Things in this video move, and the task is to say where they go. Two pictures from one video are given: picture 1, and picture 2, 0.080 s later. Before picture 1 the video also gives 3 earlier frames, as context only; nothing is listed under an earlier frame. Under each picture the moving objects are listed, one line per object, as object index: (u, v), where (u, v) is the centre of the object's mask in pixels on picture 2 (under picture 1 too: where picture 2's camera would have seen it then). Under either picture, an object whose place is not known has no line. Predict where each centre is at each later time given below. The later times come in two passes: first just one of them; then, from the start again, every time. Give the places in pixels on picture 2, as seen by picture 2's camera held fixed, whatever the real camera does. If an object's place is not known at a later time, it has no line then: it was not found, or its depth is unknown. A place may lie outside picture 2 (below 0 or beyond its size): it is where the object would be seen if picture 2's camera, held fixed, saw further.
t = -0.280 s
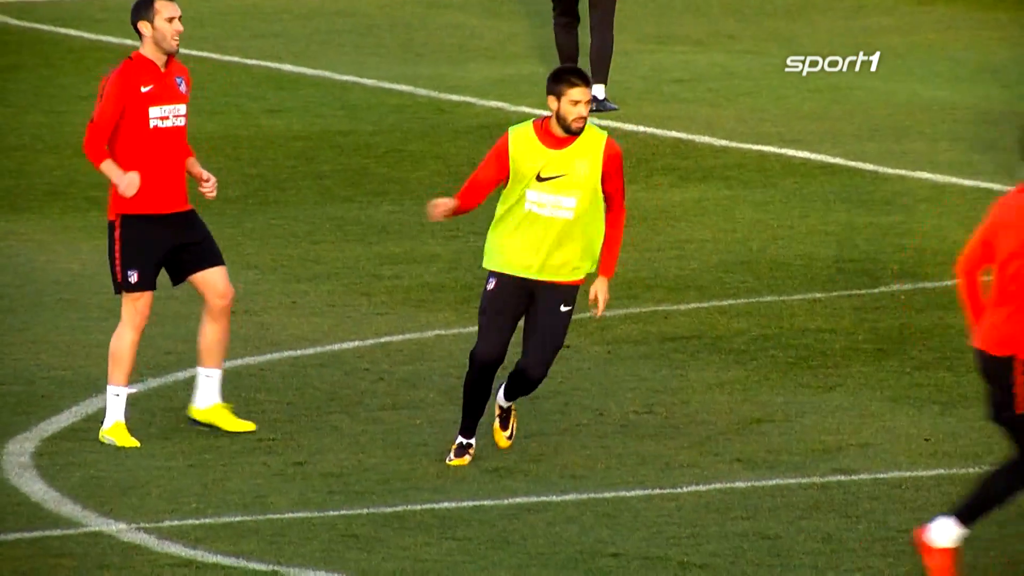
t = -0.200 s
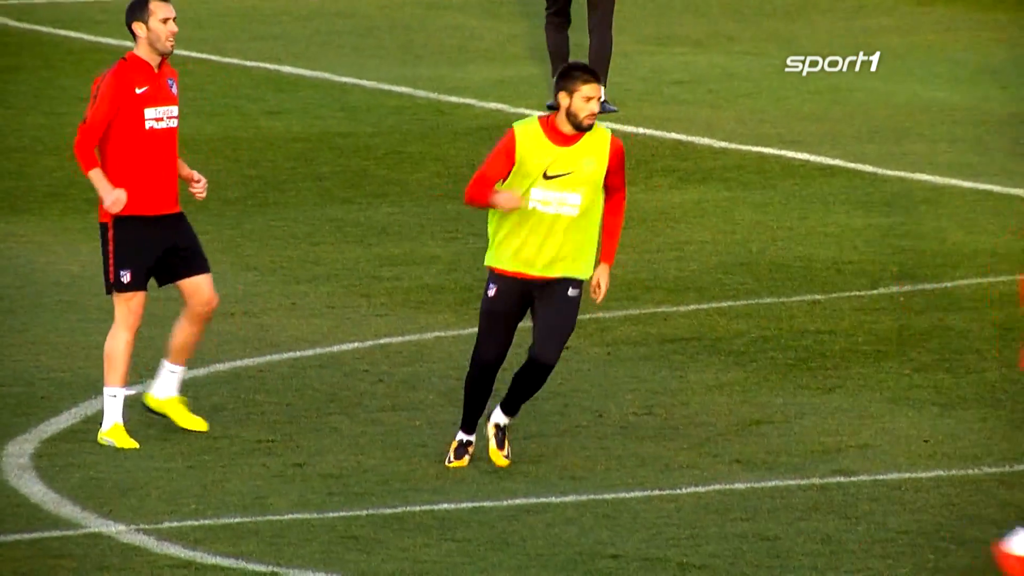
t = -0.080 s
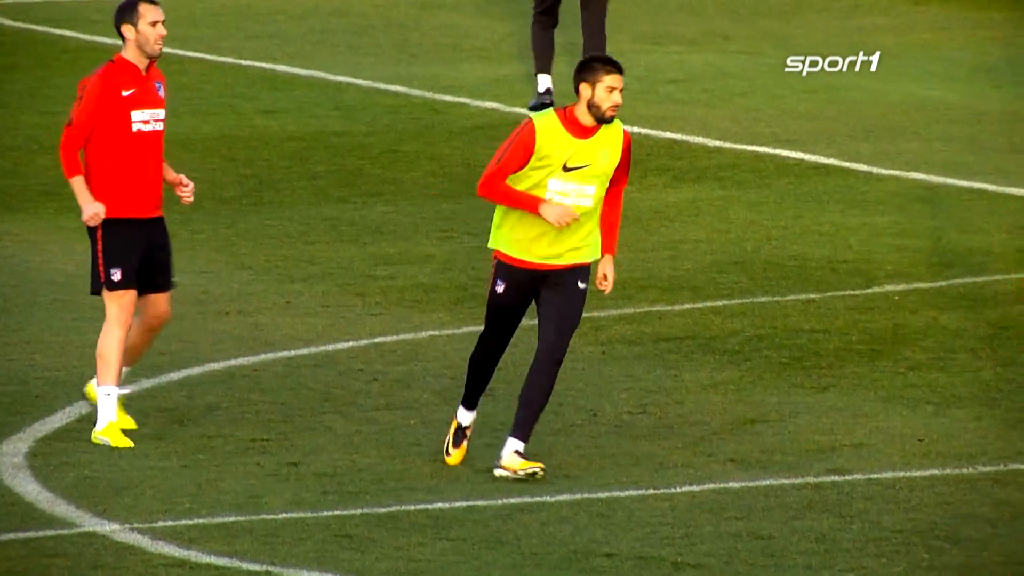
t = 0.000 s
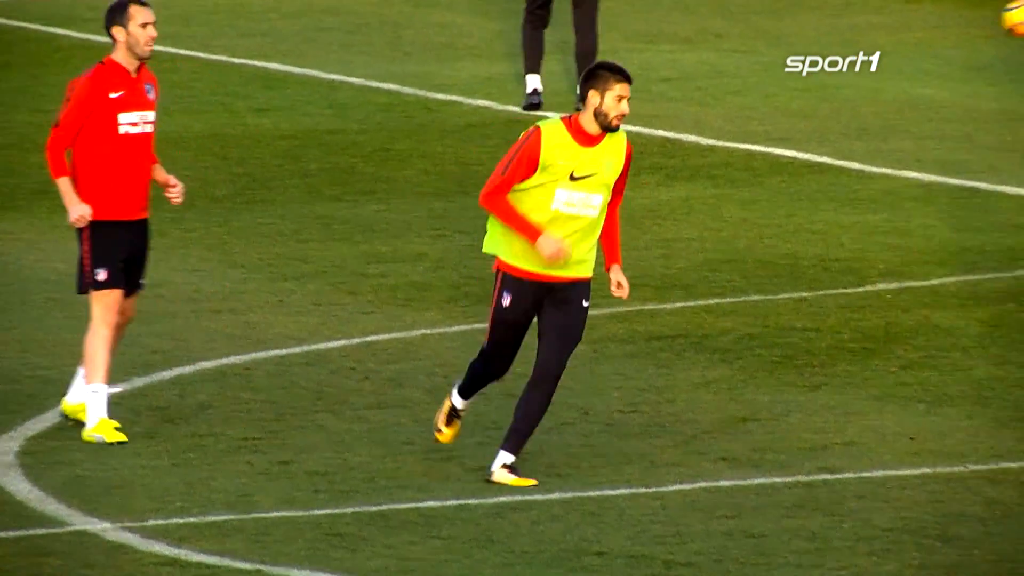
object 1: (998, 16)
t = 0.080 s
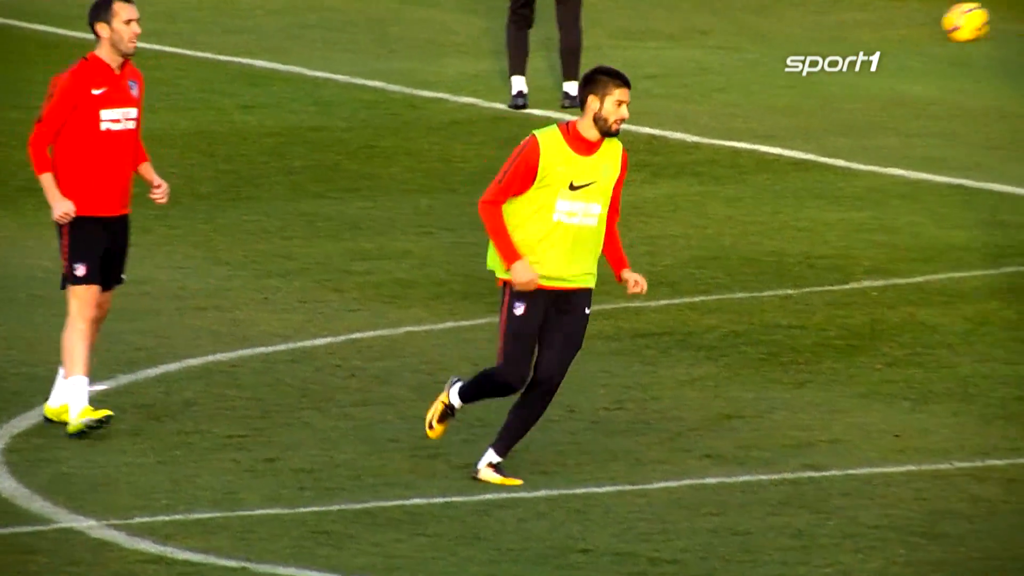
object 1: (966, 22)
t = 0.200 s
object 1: (894, 33)
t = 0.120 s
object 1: (941, 23)
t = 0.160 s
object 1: (918, 30)
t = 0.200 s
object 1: (894, 33)
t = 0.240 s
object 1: (874, 32)
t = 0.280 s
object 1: (852, 35)
